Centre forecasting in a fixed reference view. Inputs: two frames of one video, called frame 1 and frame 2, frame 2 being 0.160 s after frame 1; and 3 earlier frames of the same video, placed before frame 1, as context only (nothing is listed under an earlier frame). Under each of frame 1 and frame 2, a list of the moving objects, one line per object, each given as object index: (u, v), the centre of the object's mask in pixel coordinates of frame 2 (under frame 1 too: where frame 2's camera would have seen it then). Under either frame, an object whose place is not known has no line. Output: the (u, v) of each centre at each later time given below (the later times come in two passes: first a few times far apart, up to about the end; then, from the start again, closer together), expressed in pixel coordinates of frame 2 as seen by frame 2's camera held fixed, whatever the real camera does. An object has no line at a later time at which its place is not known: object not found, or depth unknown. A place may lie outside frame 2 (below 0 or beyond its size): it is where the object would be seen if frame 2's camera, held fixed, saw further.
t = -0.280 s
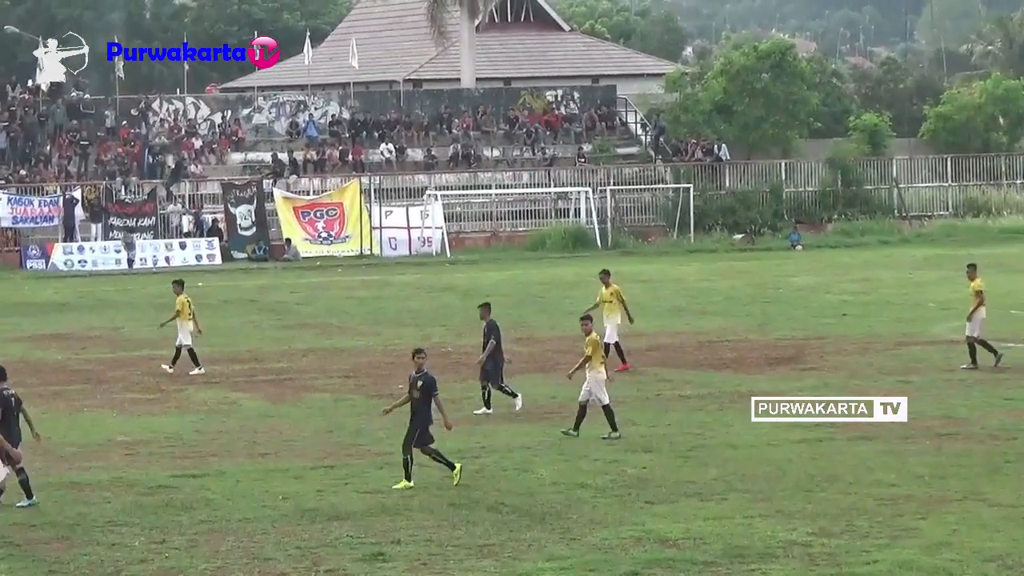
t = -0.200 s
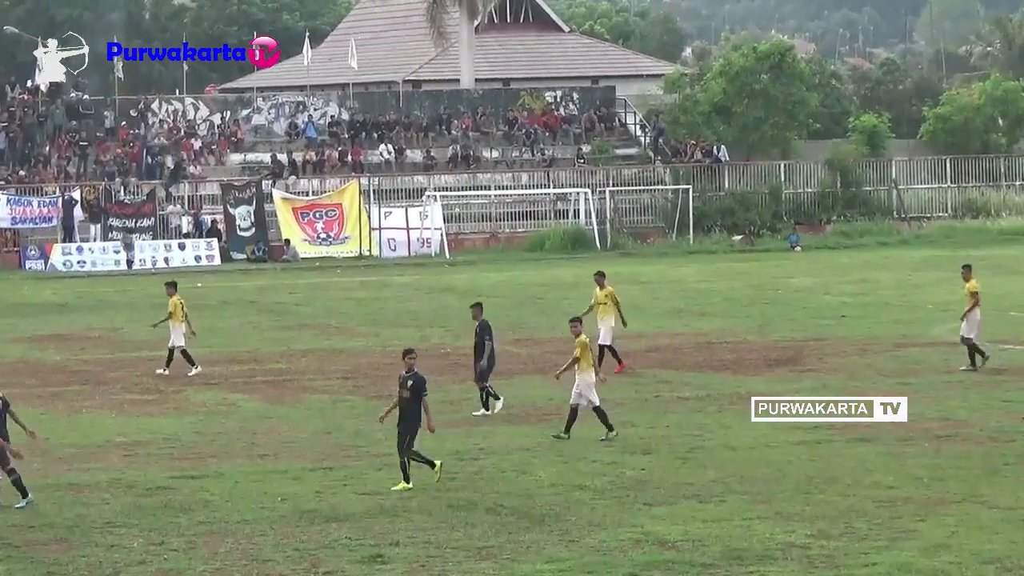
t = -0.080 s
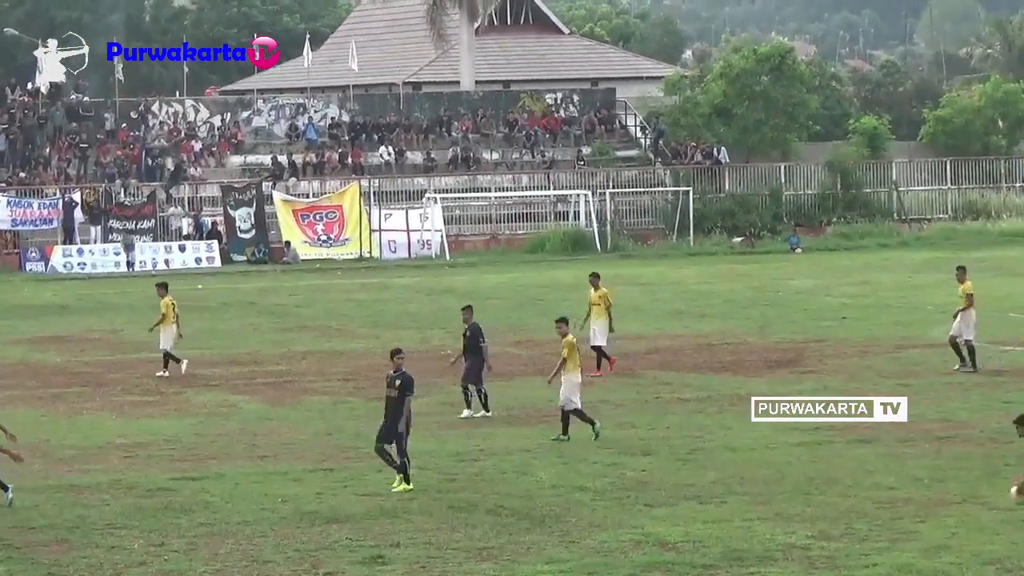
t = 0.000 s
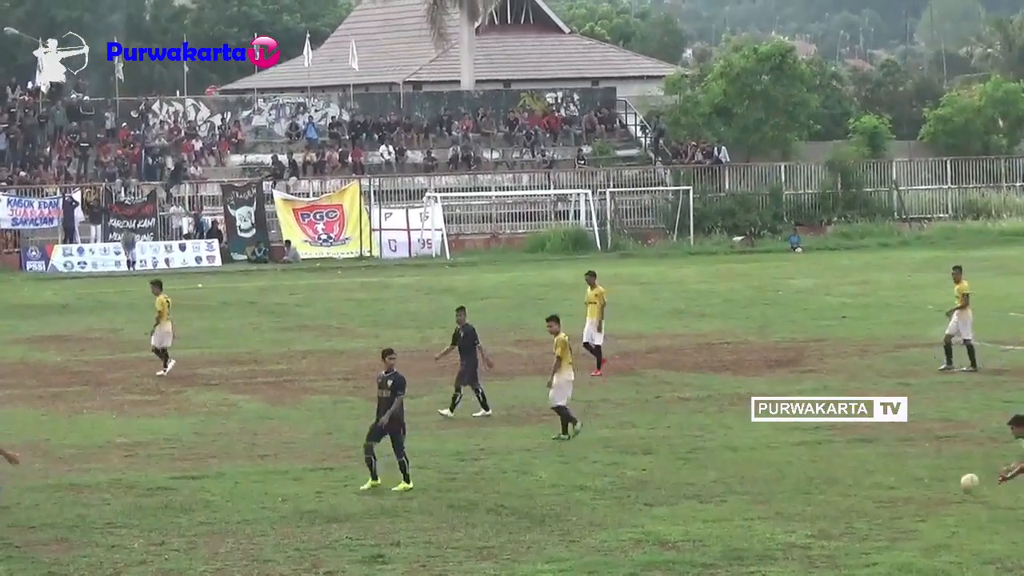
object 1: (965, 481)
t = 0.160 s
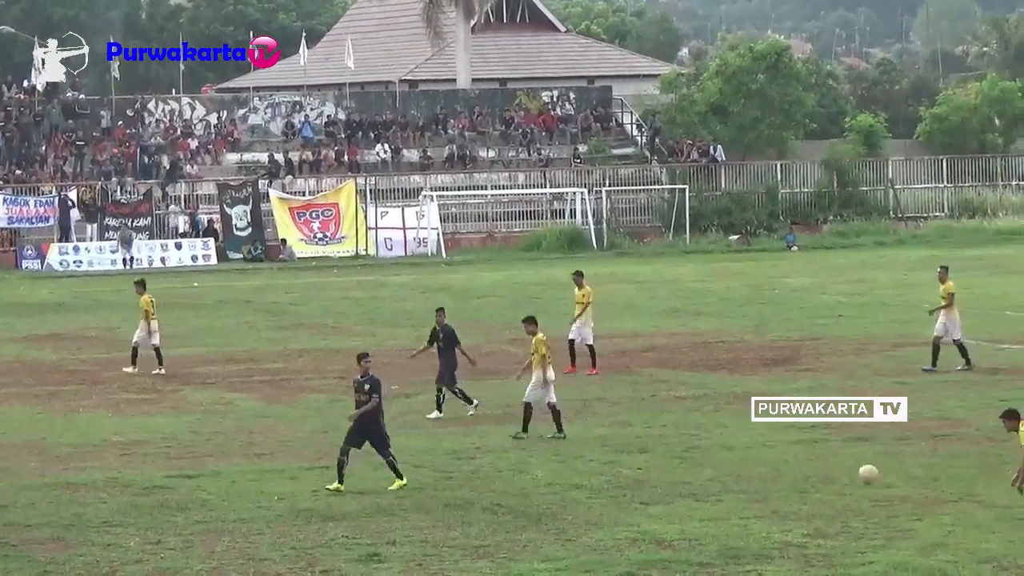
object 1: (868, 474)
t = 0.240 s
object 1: (820, 478)
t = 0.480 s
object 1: (690, 503)
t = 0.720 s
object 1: (627, 493)
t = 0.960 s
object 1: (573, 503)
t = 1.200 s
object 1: (530, 504)
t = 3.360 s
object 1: (271, 511)
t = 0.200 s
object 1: (843, 476)
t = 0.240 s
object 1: (820, 478)
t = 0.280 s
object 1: (795, 481)
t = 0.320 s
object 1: (771, 487)
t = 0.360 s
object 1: (748, 494)
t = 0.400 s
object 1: (723, 501)
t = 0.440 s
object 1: (700, 509)
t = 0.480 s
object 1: (690, 503)
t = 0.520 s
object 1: (679, 499)
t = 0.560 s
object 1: (669, 495)
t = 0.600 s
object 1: (658, 493)
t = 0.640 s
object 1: (647, 491)
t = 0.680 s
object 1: (637, 492)
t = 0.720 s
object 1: (627, 493)
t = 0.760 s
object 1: (617, 496)
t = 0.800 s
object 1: (607, 501)
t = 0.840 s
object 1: (596, 507)
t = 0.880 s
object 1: (588, 508)
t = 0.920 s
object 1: (580, 505)
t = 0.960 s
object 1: (573, 503)
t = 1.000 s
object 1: (565, 504)
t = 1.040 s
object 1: (557, 505)
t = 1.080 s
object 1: (549, 506)
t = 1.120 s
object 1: (542, 509)
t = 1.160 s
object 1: (536, 506)
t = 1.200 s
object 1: (530, 504)
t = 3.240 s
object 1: (282, 509)
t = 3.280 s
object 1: (279, 510)
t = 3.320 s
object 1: (275, 511)
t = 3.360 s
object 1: (271, 511)
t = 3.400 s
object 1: (267, 512)
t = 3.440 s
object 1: (264, 513)
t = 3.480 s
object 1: (261, 514)
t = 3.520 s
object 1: (257, 515)
